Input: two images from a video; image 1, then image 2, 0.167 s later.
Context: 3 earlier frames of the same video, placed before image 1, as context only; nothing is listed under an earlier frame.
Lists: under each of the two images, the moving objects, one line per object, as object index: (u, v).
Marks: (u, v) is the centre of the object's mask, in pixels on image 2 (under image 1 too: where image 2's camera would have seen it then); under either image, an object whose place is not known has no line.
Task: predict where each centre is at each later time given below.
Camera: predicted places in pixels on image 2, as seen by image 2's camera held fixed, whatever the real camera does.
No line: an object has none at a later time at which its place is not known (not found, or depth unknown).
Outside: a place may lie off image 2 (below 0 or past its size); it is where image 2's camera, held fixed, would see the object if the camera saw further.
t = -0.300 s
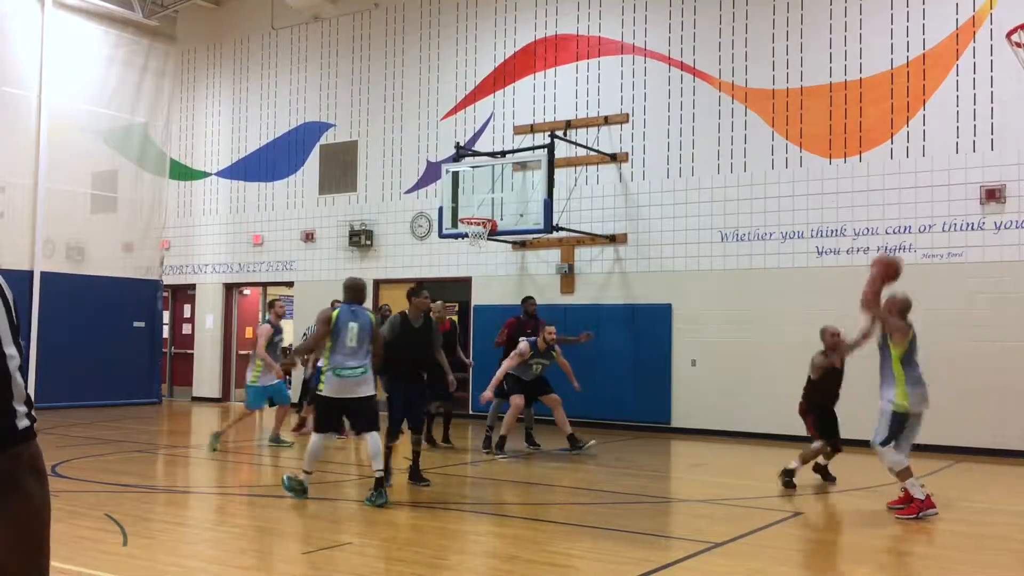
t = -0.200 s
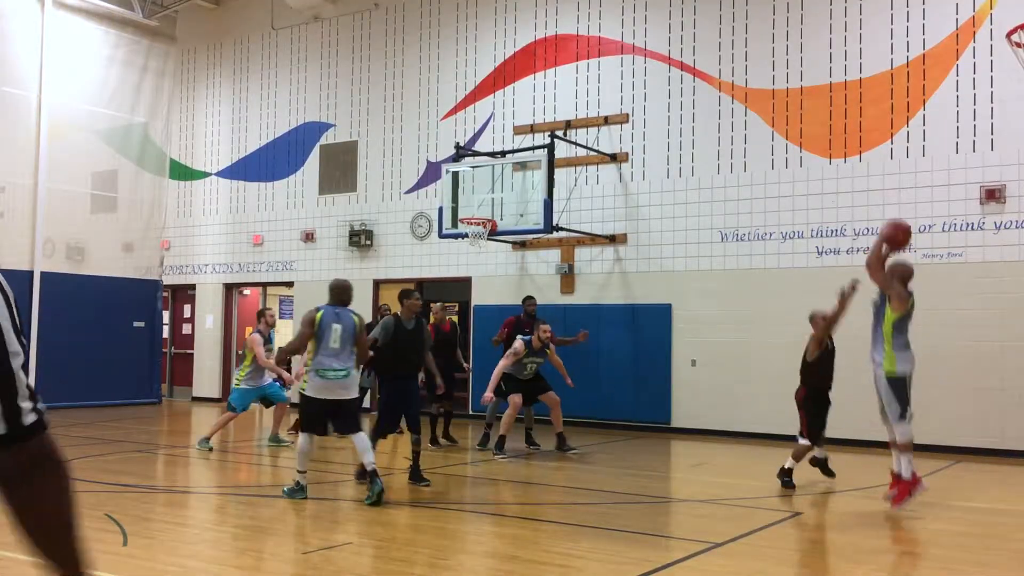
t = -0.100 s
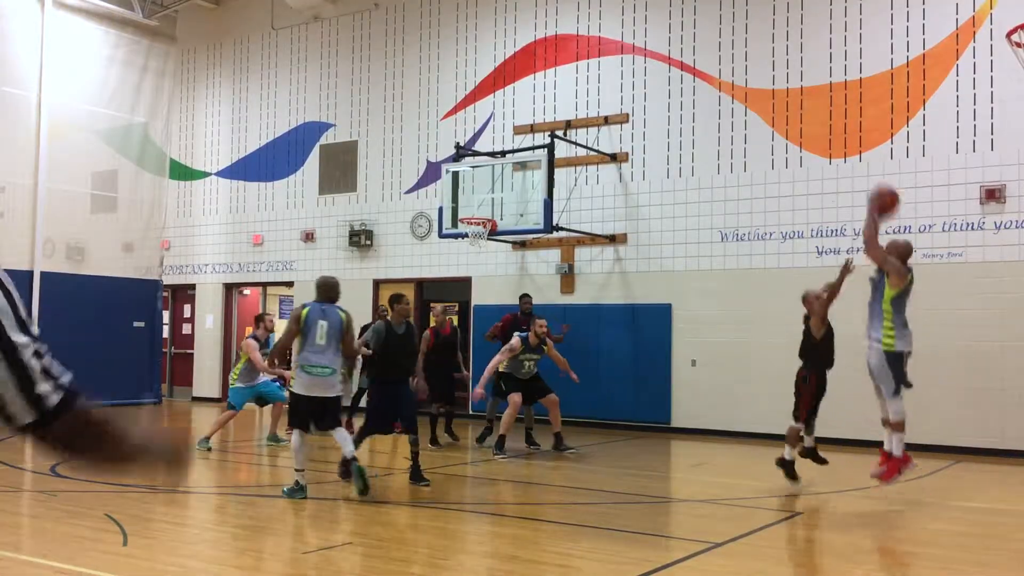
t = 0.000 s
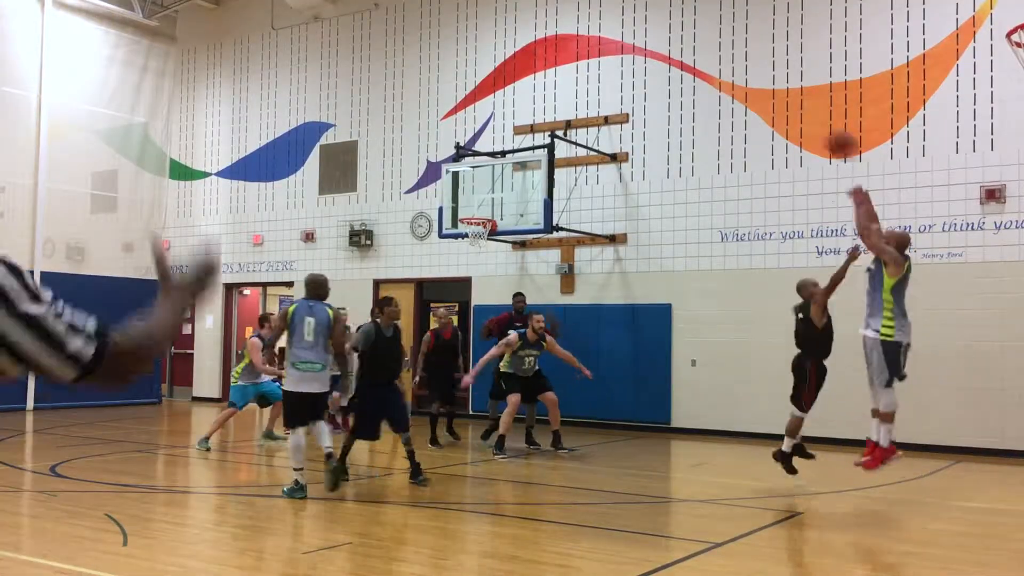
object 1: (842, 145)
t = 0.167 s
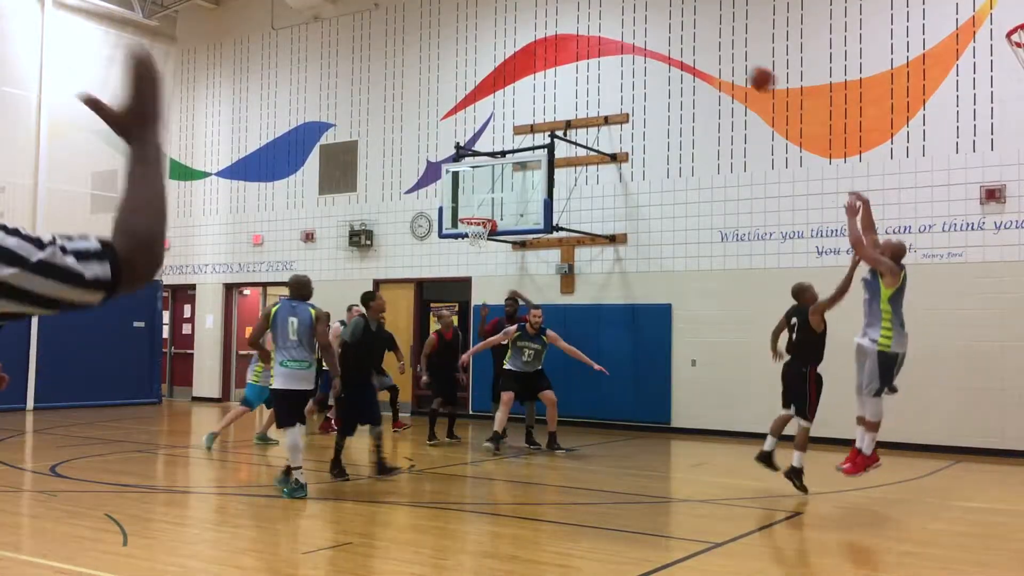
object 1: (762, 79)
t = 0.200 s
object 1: (747, 70)
